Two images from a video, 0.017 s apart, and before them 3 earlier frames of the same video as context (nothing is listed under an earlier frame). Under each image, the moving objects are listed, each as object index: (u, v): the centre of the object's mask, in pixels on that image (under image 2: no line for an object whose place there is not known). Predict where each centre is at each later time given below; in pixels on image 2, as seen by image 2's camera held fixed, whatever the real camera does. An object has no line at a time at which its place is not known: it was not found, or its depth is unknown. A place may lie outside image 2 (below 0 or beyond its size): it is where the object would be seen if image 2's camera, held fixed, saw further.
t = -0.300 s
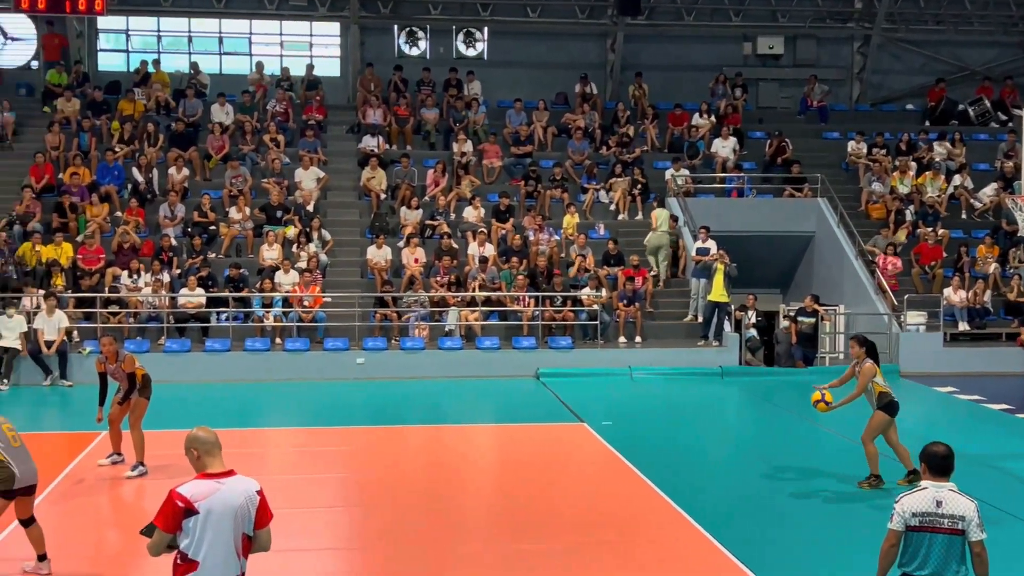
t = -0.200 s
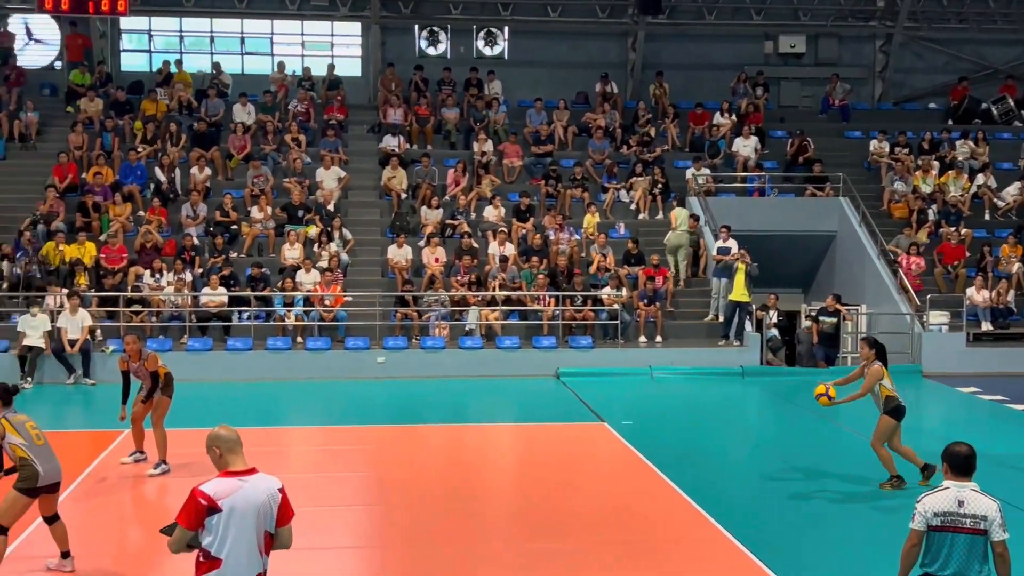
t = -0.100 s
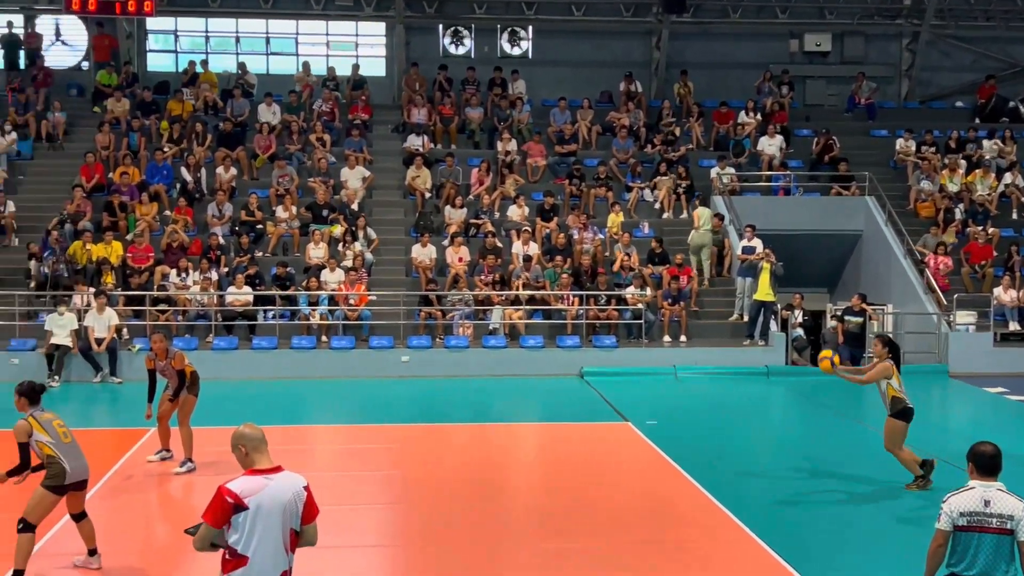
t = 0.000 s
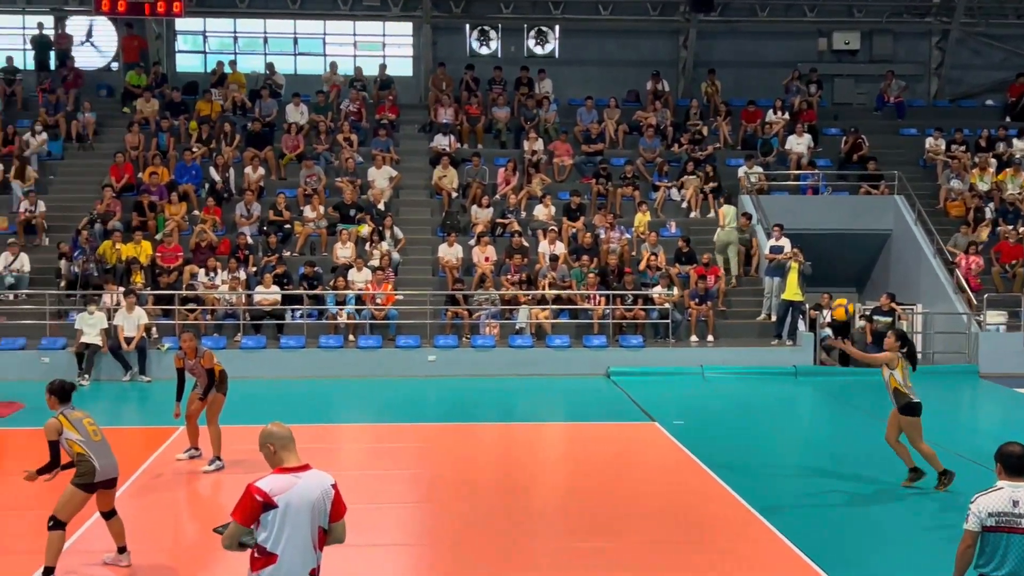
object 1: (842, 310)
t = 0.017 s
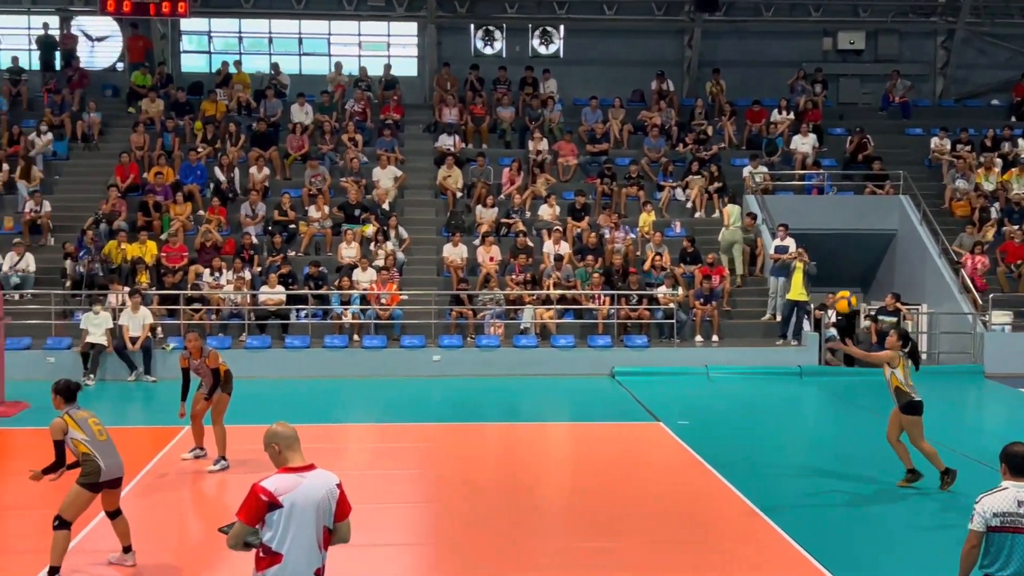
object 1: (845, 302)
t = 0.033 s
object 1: (843, 295)
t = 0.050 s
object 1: (841, 287)
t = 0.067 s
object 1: (840, 280)
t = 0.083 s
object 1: (838, 274)
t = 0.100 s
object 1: (836, 268)
